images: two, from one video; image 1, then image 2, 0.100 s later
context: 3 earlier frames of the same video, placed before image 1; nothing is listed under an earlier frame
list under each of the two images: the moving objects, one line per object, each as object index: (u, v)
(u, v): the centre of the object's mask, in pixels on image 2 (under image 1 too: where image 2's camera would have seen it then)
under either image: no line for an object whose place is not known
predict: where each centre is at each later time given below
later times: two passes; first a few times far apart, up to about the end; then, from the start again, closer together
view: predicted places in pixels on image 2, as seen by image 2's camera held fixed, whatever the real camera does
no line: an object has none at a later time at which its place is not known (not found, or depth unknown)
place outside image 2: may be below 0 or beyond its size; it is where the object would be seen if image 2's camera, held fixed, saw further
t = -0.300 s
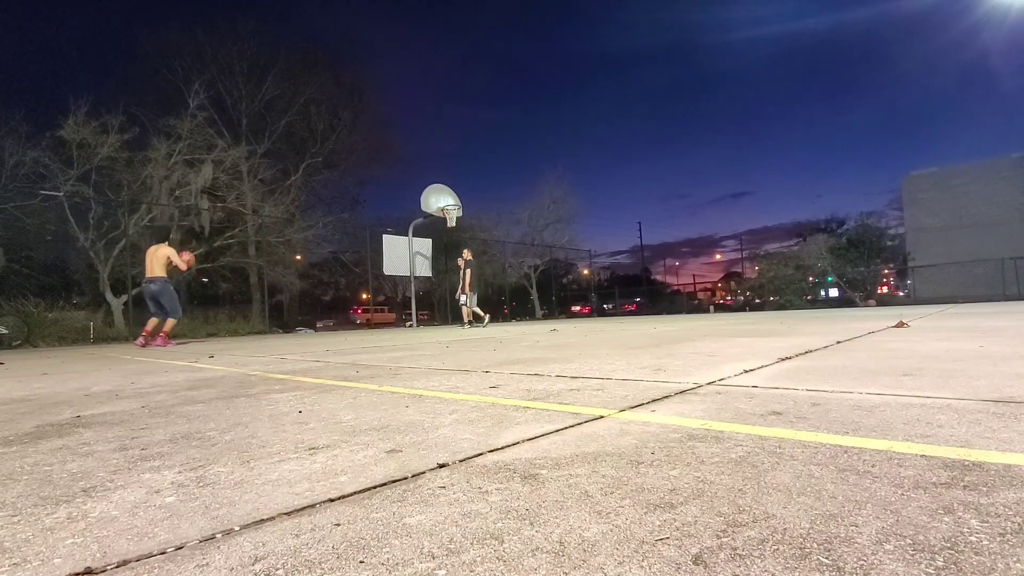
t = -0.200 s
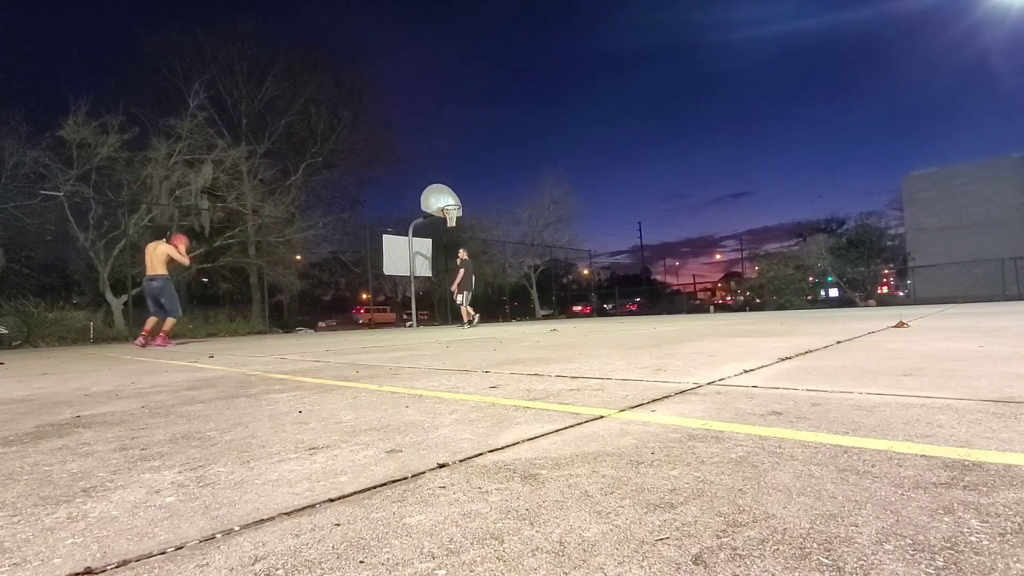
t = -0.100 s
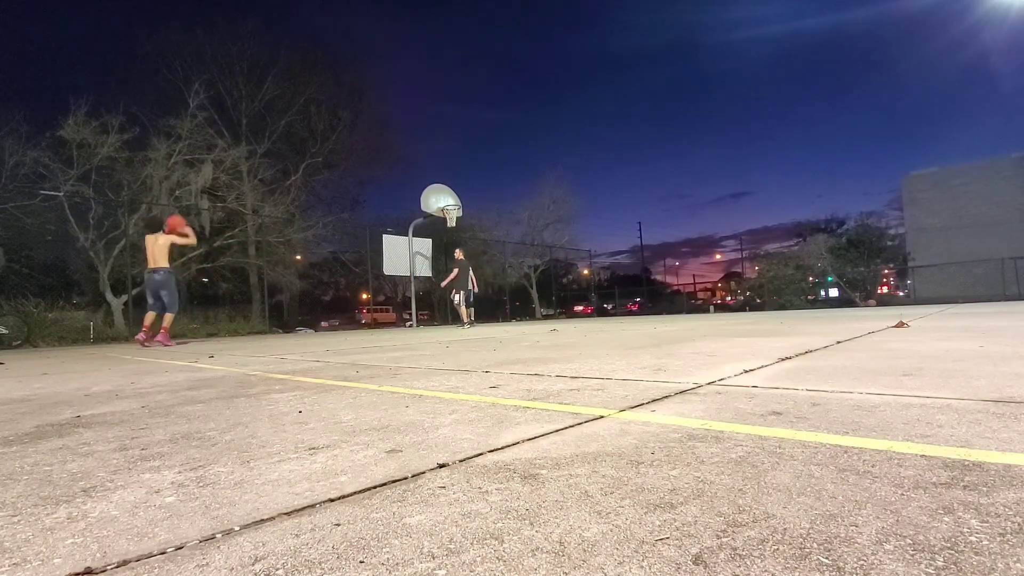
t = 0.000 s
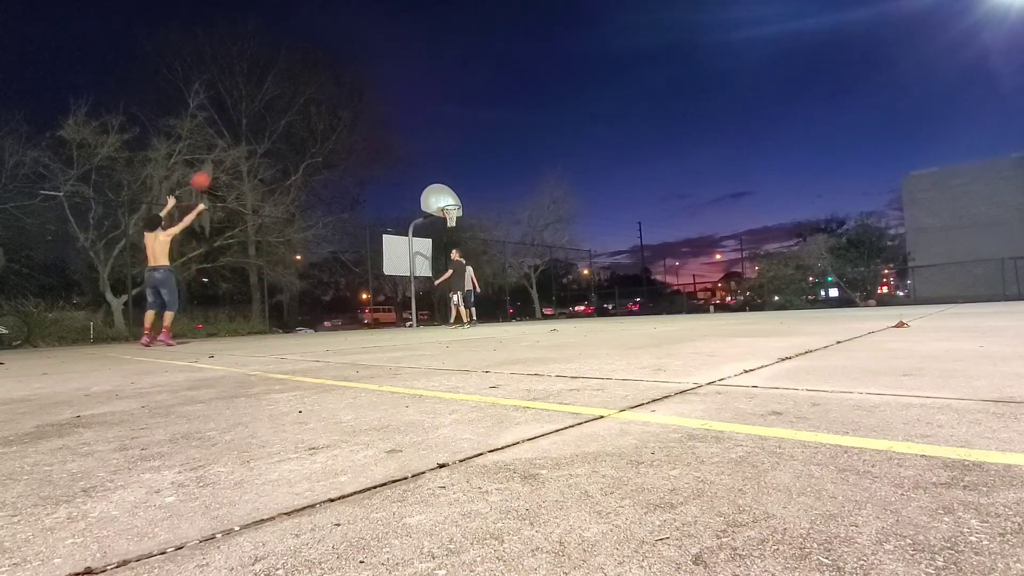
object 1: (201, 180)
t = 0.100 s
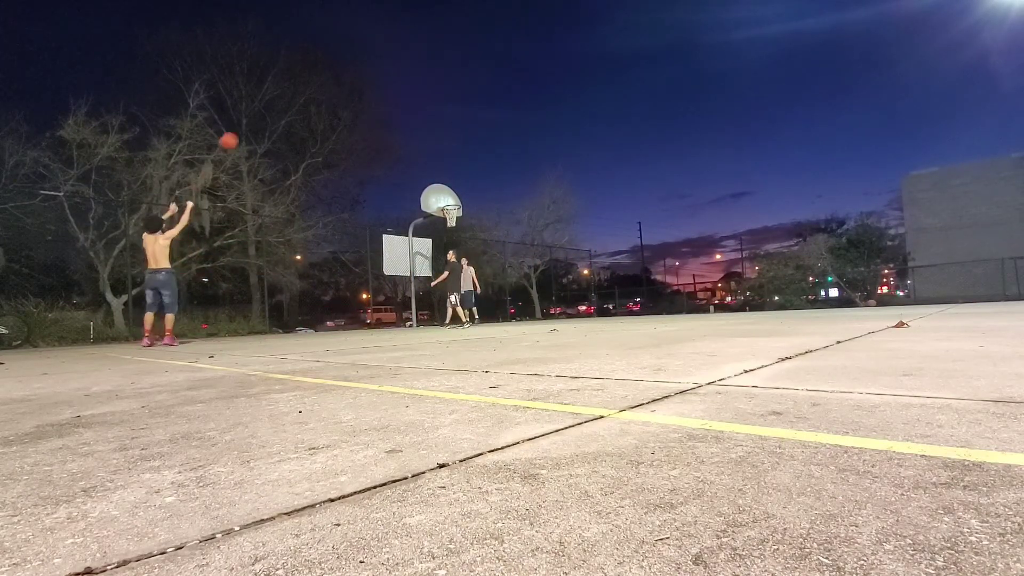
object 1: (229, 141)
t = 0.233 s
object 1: (262, 103)
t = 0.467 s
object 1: (311, 69)
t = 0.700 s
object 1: (352, 65)
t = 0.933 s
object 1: (387, 85)
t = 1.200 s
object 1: (421, 129)
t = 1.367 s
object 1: (441, 167)
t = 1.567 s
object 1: (456, 194)
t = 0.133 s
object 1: (237, 130)
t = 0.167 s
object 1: (246, 120)
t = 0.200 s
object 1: (254, 111)
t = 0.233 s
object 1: (262, 103)
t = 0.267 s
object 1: (269, 96)
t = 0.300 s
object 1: (277, 90)
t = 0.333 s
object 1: (284, 84)
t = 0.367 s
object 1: (291, 79)
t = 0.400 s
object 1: (298, 75)
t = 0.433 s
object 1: (304, 71)
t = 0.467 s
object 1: (311, 69)
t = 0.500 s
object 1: (317, 66)
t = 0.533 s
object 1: (323, 65)
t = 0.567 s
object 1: (329, 64)
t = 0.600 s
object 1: (335, 63)
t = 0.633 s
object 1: (341, 63)
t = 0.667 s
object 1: (347, 64)
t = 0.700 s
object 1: (352, 65)
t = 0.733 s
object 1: (357, 66)
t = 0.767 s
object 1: (362, 69)
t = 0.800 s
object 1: (368, 71)
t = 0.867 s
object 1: (377, 77)
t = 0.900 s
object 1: (382, 80)
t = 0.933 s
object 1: (387, 85)
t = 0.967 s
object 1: (391, 89)
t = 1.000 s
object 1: (396, 94)
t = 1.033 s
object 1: (400, 99)
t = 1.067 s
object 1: (405, 104)
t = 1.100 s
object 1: (409, 110)
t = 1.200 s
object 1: (421, 129)
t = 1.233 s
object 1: (425, 136)
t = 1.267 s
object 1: (429, 144)
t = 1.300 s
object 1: (433, 151)
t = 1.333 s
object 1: (437, 159)
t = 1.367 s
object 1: (441, 167)
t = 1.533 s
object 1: (456, 201)
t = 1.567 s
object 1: (456, 194)
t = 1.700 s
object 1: (456, 169)
